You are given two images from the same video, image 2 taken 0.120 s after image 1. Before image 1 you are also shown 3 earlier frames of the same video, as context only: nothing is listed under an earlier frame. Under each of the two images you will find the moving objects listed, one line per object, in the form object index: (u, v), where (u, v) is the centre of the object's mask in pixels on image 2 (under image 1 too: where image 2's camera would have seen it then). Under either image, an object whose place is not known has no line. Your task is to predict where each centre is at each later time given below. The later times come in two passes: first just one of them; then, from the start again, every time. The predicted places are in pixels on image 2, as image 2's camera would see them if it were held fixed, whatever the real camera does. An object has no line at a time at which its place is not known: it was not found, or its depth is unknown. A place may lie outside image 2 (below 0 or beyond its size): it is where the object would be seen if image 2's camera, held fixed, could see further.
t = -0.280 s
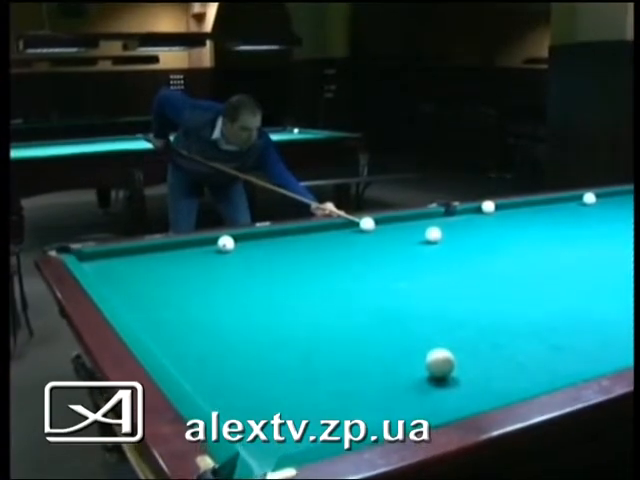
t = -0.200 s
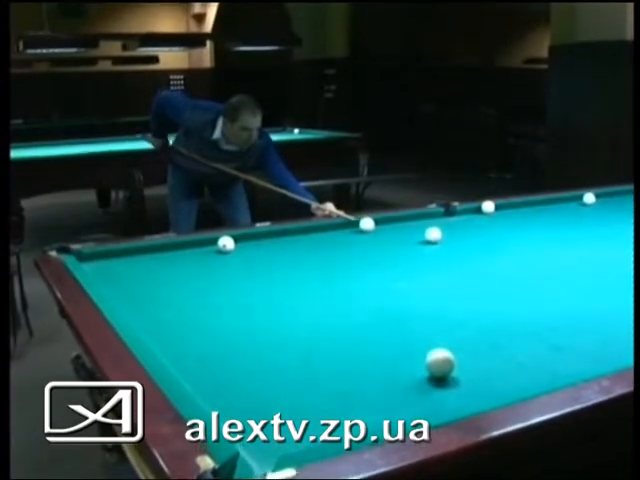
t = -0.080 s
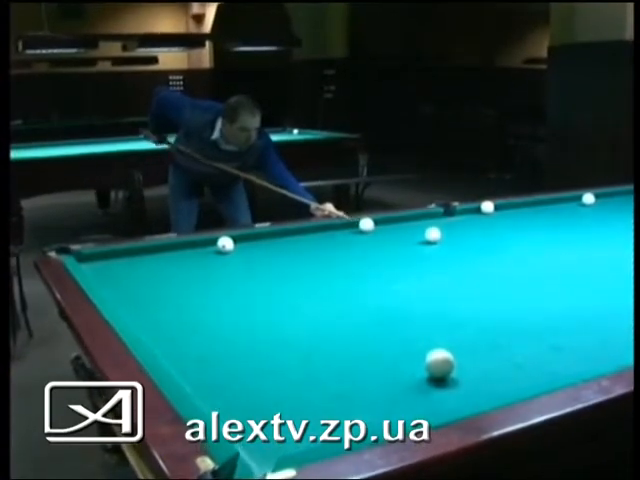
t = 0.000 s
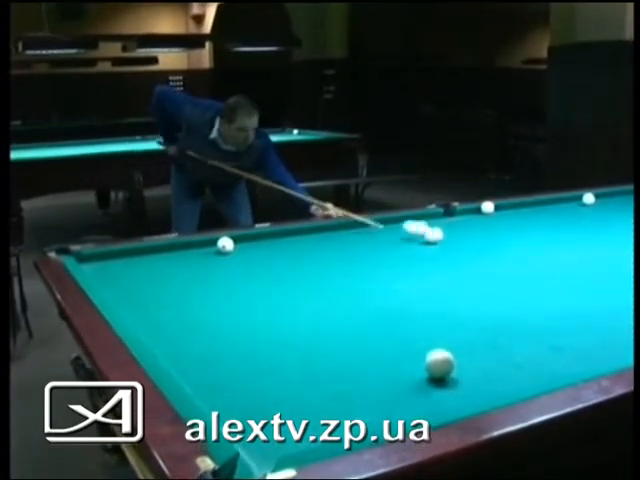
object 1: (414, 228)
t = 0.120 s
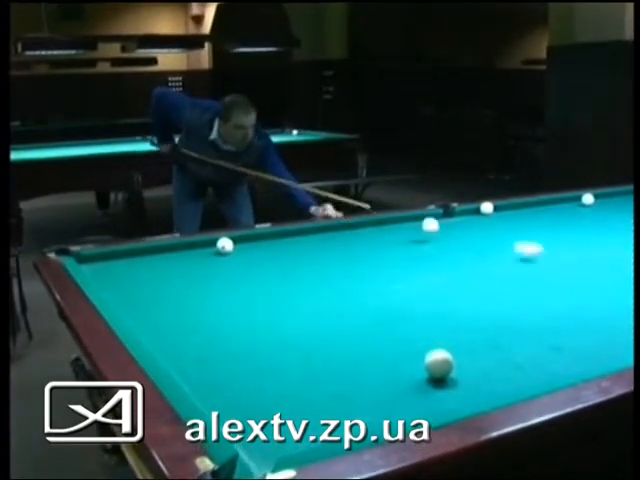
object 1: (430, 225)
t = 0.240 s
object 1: (440, 231)
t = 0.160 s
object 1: (434, 231)
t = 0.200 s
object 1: (437, 231)
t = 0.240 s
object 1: (440, 231)
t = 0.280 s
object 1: (443, 234)
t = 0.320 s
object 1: (445, 234)
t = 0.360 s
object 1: (448, 235)
